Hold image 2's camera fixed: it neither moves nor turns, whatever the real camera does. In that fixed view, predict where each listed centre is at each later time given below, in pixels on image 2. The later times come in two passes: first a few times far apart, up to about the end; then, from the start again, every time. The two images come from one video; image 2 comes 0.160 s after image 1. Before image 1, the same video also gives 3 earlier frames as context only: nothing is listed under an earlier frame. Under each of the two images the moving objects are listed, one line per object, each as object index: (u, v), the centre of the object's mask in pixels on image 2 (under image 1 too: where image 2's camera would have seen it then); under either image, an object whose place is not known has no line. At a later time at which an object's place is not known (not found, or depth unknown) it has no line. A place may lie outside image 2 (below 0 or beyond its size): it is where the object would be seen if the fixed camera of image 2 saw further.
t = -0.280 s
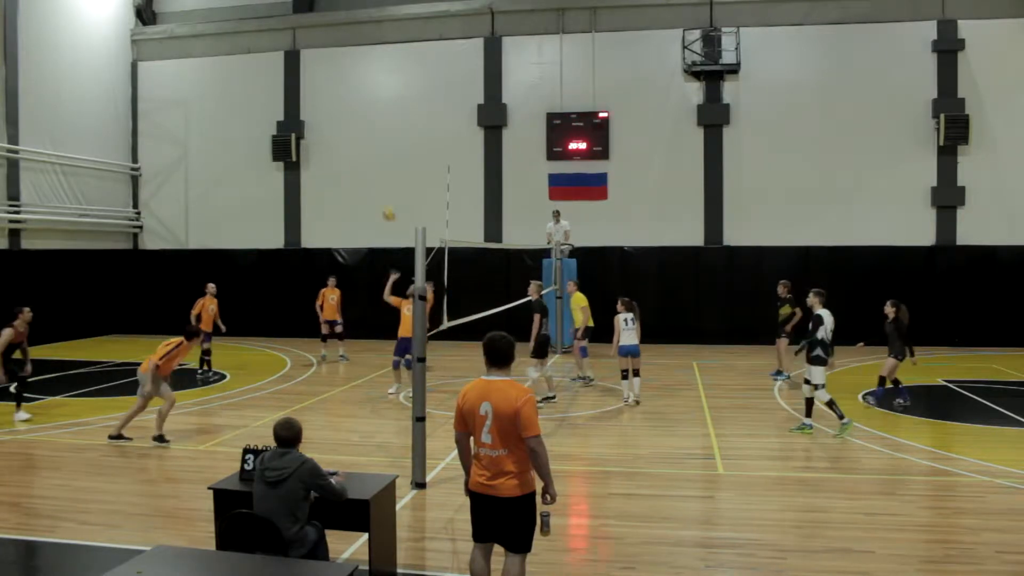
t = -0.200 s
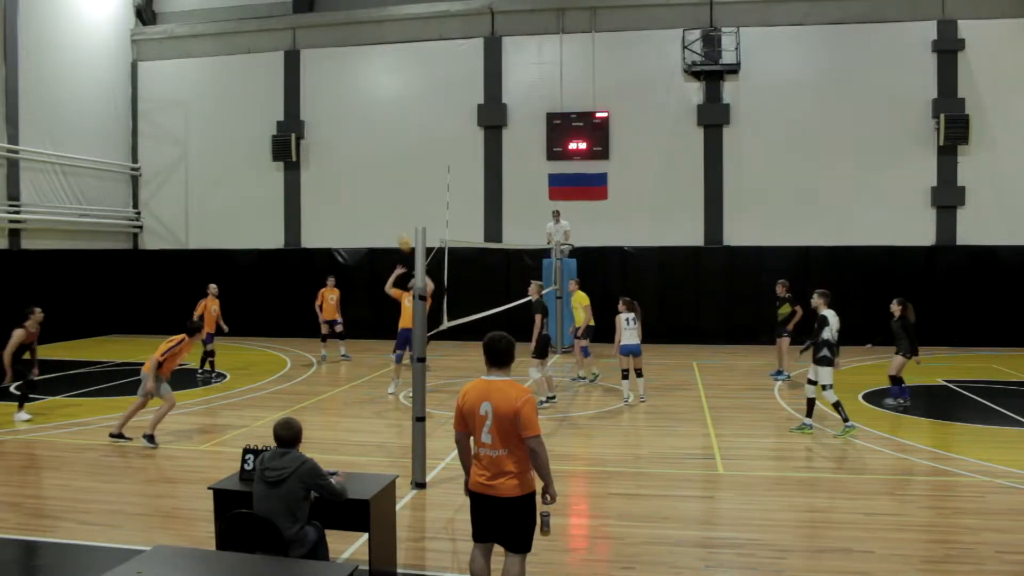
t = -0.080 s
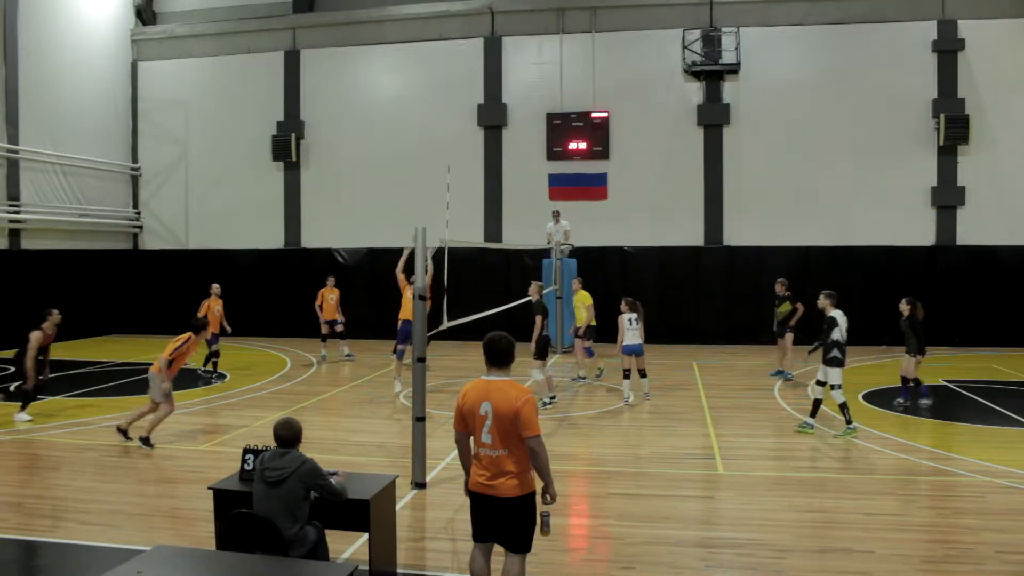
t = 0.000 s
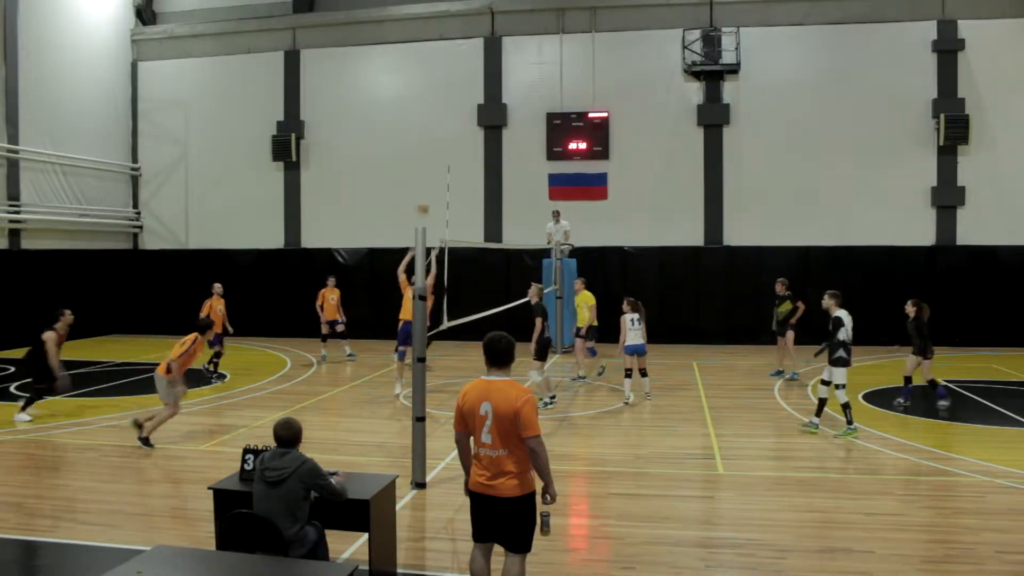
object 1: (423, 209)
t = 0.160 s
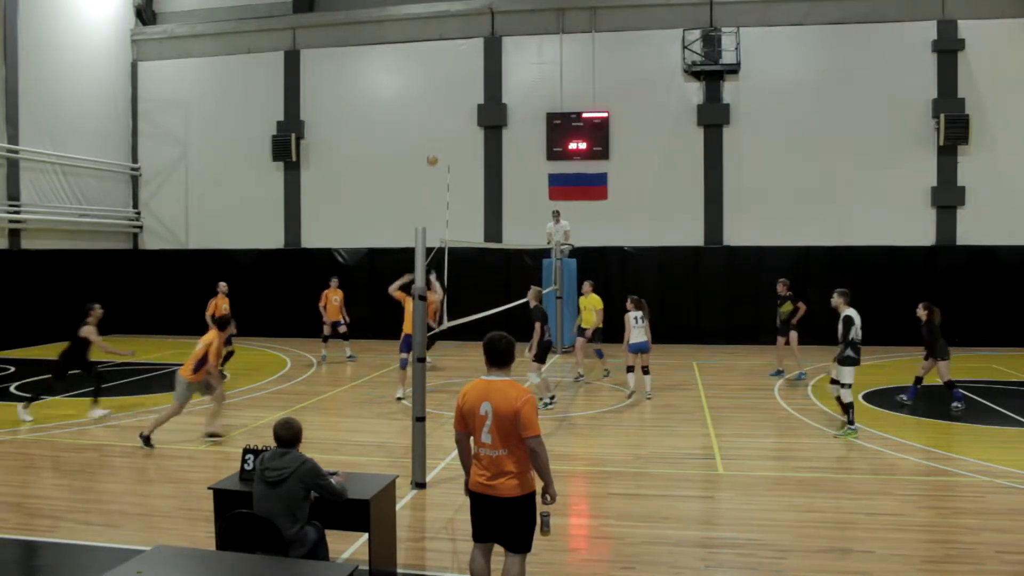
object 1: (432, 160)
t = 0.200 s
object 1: (434, 151)
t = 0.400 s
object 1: (446, 119)
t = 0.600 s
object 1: (456, 111)
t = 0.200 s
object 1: (434, 151)
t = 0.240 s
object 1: (436, 142)
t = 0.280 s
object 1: (439, 135)
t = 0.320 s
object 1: (441, 128)
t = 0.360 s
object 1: (443, 123)
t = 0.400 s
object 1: (446, 119)
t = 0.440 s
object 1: (447, 115)
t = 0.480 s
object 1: (450, 113)
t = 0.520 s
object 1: (452, 111)
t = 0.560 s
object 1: (454, 111)
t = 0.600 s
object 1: (456, 111)
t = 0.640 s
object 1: (458, 112)
